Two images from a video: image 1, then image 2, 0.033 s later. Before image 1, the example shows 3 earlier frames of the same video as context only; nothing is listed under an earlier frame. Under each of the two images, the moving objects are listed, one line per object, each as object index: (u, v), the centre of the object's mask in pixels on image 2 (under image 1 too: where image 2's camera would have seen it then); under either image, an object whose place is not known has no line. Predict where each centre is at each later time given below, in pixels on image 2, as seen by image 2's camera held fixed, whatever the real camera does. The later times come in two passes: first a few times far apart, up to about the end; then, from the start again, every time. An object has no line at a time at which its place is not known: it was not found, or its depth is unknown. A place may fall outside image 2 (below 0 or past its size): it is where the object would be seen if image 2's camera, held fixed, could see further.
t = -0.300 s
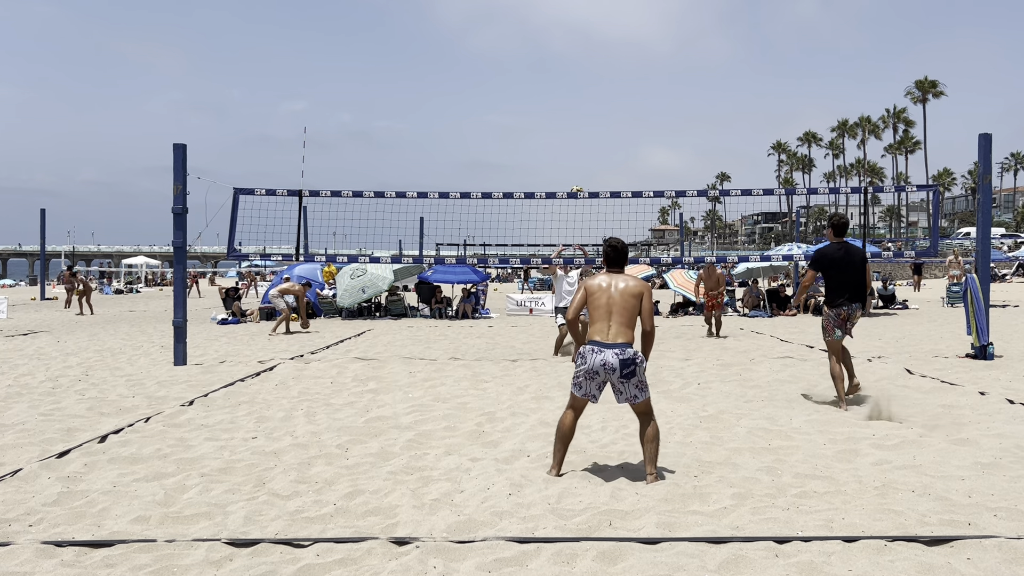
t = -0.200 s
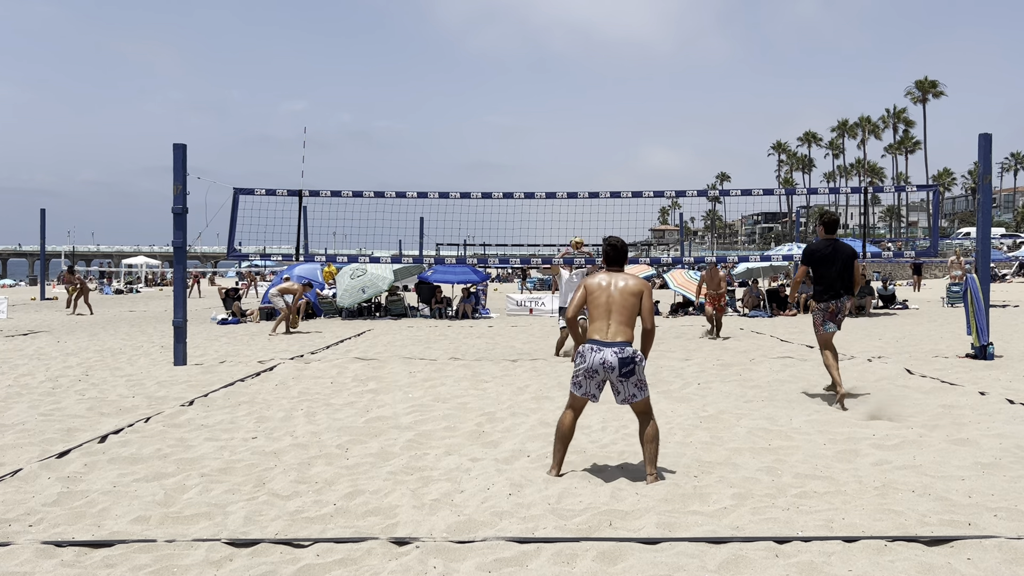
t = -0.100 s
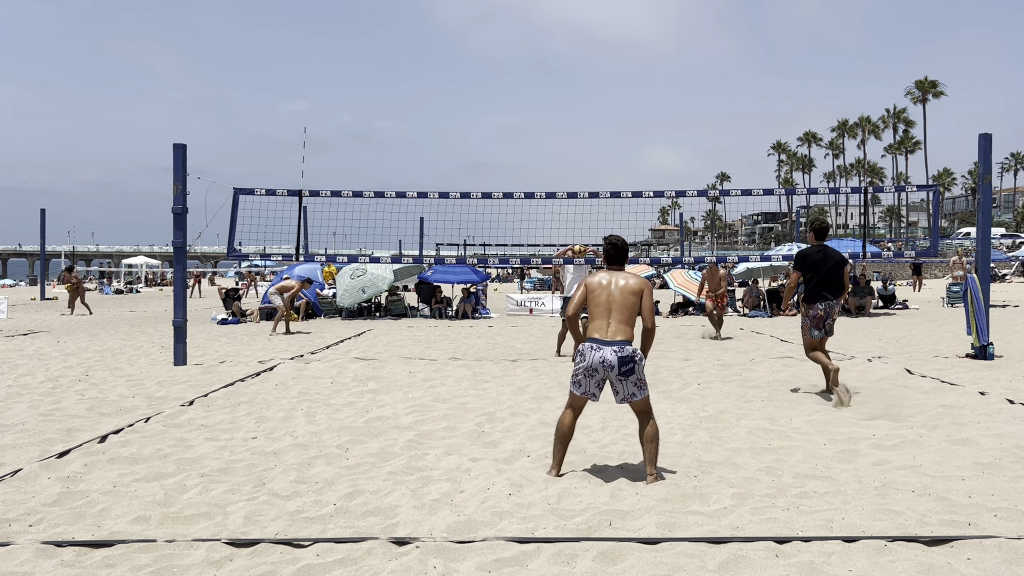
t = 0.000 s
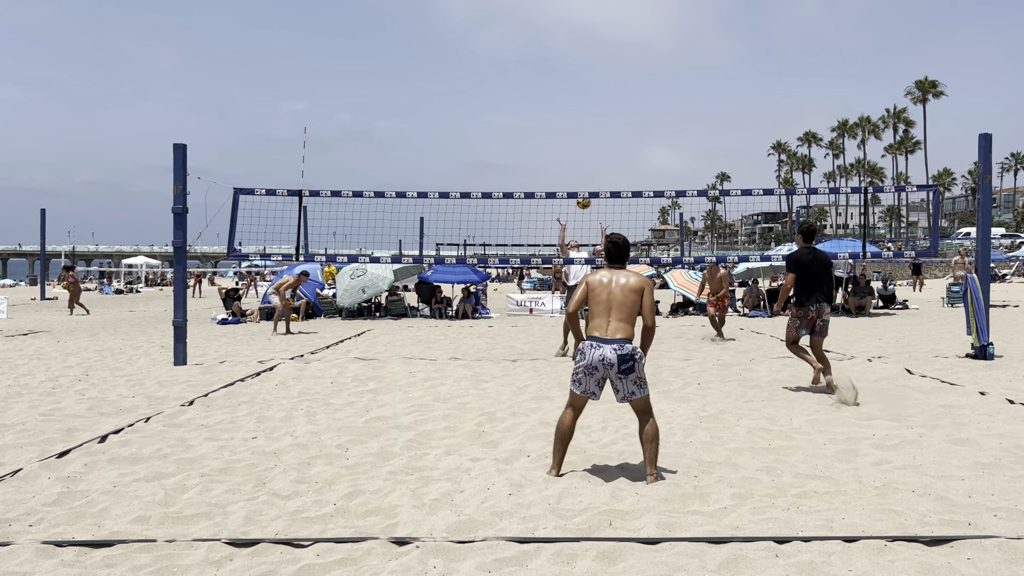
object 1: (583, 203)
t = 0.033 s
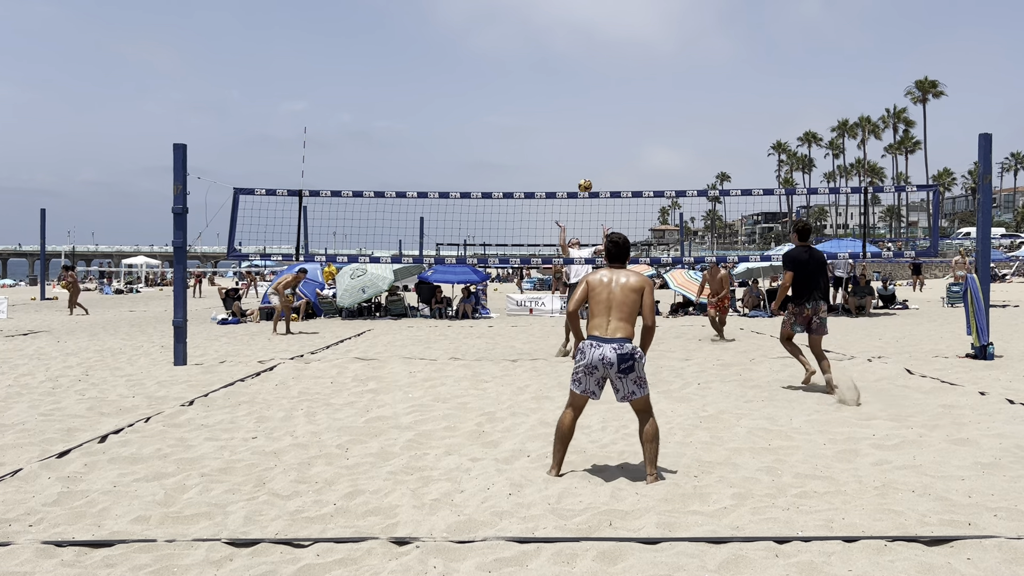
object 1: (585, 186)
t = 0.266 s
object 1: (597, 93)
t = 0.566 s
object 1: (615, 29)
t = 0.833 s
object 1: (632, 23)
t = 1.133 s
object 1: (652, 72)
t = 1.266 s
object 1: (662, 111)
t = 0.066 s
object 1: (587, 170)
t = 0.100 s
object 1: (588, 156)
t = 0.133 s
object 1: (590, 142)
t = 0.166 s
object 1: (592, 128)
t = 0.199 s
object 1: (593, 116)
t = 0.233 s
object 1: (595, 104)
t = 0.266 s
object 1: (597, 93)
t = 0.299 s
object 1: (599, 83)
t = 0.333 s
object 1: (601, 73)
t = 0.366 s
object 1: (603, 64)
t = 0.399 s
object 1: (605, 57)
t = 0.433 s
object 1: (607, 49)
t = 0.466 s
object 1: (609, 43)
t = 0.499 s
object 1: (611, 38)
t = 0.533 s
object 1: (613, 33)
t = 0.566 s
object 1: (615, 29)
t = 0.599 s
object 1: (617, 25)
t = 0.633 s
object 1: (619, 23)
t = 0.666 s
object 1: (621, 21)
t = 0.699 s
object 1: (623, 20)
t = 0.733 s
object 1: (626, 19)
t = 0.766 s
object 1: (628, 20)
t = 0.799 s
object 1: (630, 21)
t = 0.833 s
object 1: (632, 23)
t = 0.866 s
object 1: (634, 25)
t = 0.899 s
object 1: (636, 29)
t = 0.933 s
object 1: (639, 33)
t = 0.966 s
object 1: (641, 38)
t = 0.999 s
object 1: (643, 43)
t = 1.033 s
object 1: (645, 49)
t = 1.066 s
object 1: (648, 56)
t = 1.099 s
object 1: (650, 64)
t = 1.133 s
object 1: (652, 72)
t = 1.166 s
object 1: (655, 81)
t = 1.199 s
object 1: (657, 90)
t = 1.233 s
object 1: (660, 101)
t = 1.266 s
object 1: (662, 111)
